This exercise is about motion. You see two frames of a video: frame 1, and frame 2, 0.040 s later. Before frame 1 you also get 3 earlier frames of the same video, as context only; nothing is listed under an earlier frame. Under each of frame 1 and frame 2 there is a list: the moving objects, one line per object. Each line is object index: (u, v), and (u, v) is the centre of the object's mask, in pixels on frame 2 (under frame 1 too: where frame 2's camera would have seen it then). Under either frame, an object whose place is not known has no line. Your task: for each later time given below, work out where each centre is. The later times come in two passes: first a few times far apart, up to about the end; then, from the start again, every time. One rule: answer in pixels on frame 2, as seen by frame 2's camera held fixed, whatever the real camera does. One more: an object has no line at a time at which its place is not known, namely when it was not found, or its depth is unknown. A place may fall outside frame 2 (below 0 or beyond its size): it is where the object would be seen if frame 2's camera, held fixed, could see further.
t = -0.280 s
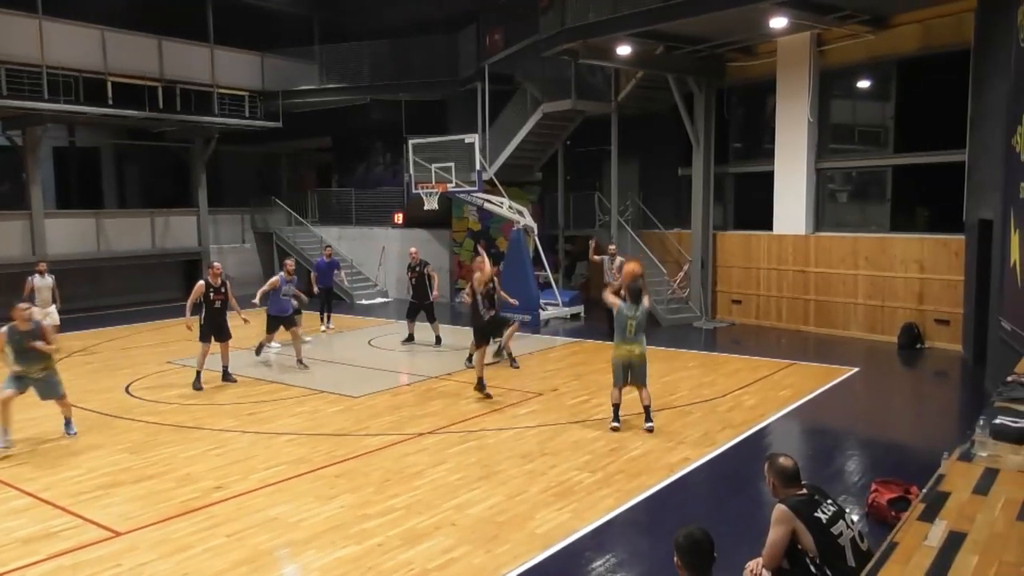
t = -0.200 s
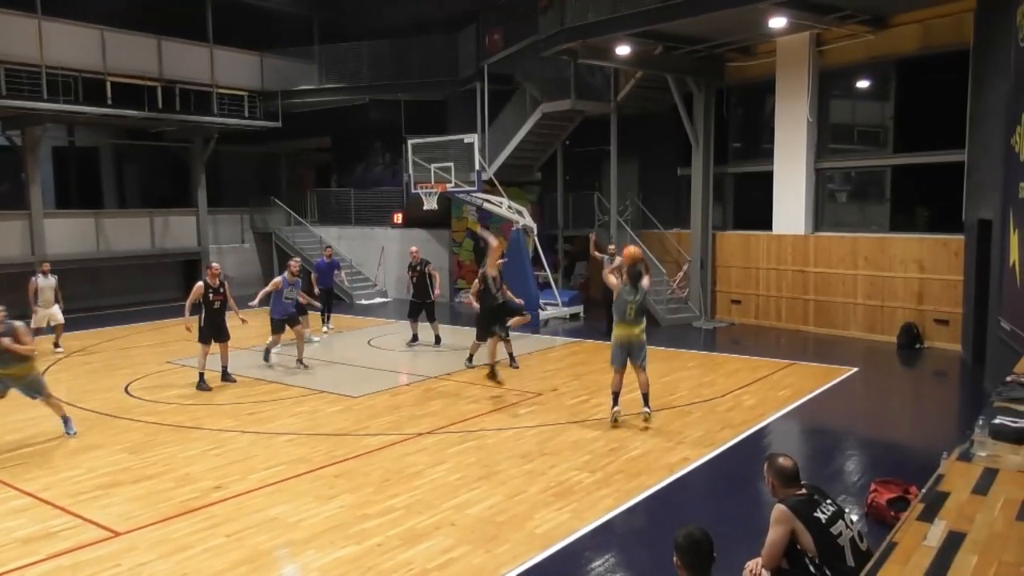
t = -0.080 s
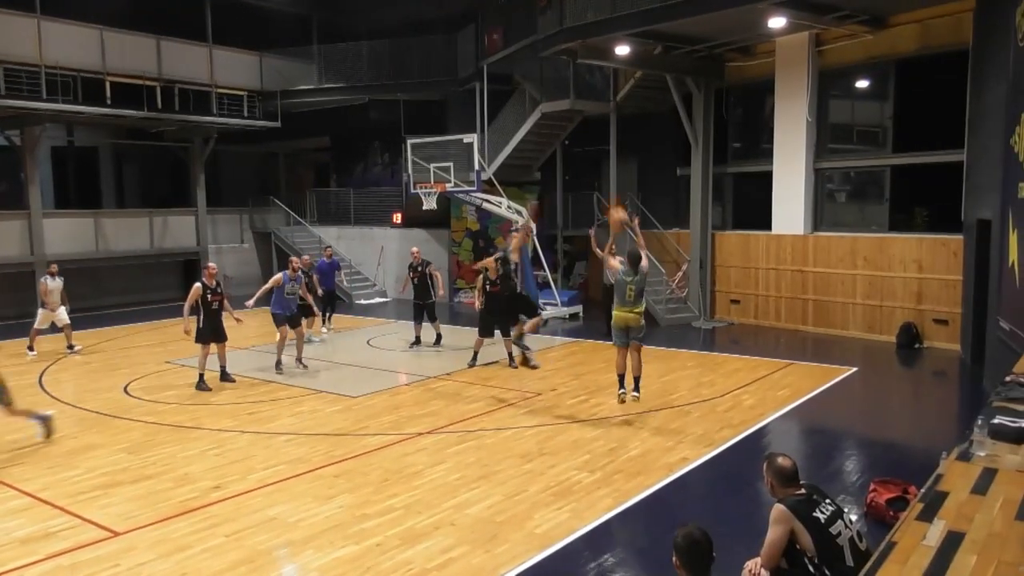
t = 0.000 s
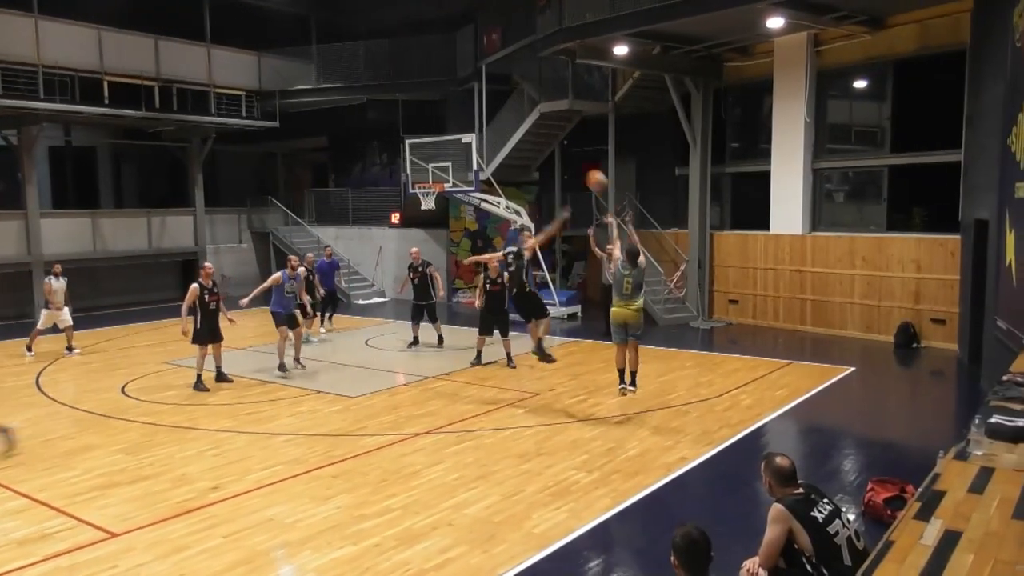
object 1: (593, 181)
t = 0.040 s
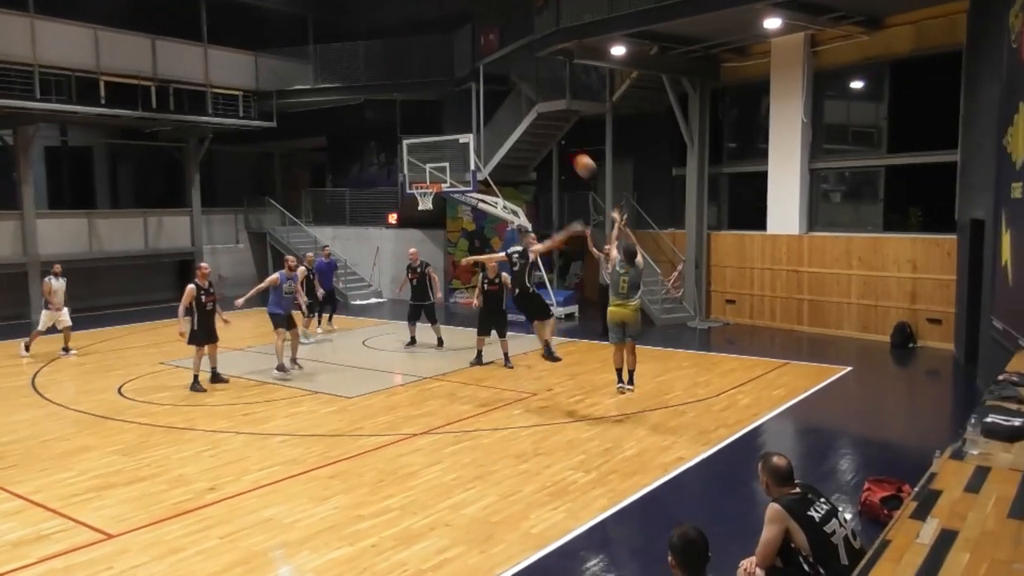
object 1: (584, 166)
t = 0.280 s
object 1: (531, 105)
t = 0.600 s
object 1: (480, 96)
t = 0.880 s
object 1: (446, 137)
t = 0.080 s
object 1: (575, 151)
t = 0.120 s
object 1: (566, 139)
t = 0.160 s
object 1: (557, 128)
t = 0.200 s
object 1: (549, 119)
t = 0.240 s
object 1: (541, 112)
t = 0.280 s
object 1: (531, 105)
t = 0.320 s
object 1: (525, 100)
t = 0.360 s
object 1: (518, 96)
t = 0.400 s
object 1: (511, 94)
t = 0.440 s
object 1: (504, 92)
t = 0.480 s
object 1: (498, 92)
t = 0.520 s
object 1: (493, 93)
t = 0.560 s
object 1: (487, 94)
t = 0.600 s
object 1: (480, 96)
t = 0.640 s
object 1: (475, 100)
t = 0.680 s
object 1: (469, 104)
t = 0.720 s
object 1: (465, 109)
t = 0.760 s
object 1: (460, 115)
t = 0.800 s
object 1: (455, 122)
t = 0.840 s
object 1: (451, 128)
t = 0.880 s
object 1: (446, 137)
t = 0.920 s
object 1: (442, 146)
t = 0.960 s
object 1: (437, 154)
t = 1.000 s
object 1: (433, 163)
